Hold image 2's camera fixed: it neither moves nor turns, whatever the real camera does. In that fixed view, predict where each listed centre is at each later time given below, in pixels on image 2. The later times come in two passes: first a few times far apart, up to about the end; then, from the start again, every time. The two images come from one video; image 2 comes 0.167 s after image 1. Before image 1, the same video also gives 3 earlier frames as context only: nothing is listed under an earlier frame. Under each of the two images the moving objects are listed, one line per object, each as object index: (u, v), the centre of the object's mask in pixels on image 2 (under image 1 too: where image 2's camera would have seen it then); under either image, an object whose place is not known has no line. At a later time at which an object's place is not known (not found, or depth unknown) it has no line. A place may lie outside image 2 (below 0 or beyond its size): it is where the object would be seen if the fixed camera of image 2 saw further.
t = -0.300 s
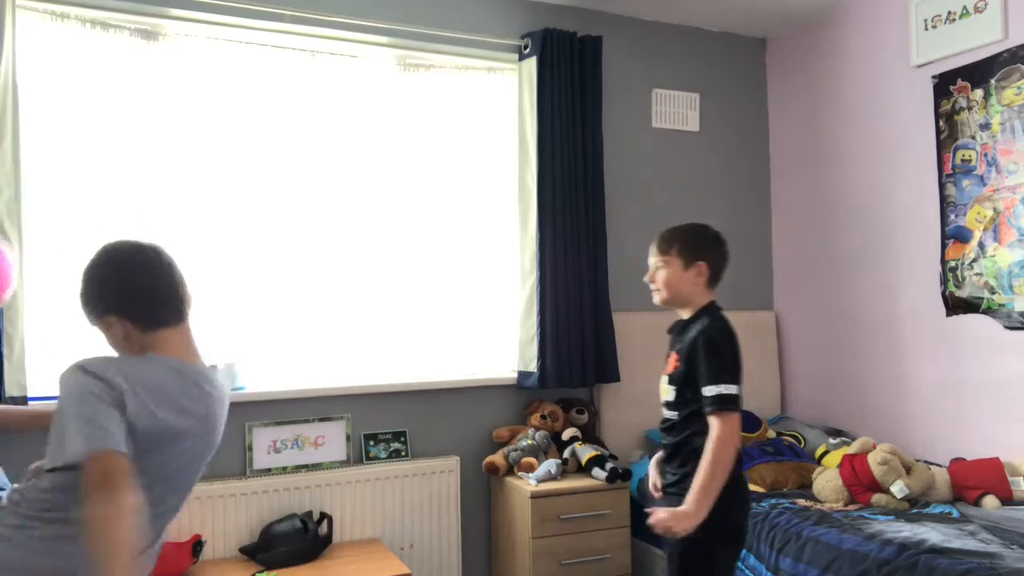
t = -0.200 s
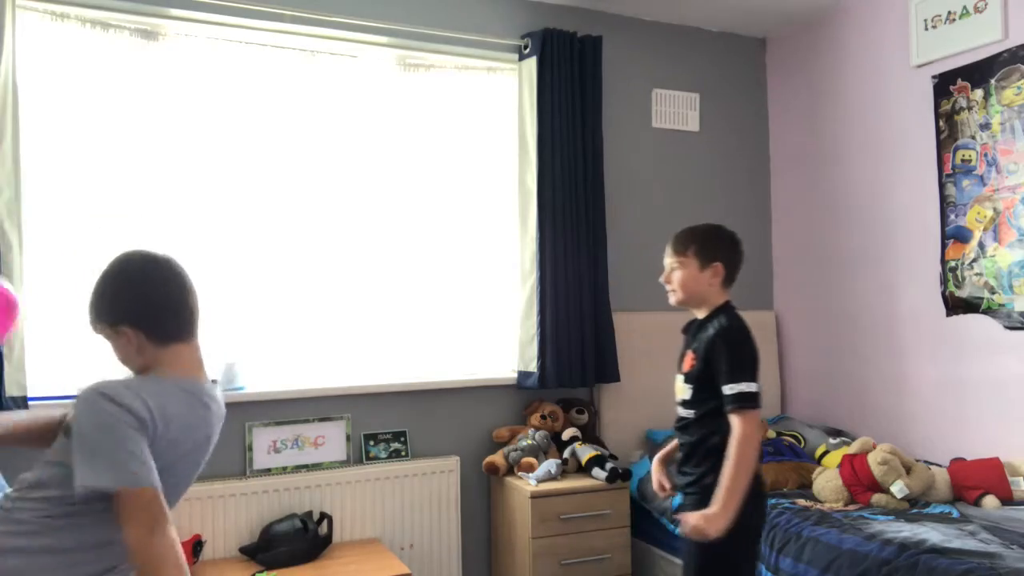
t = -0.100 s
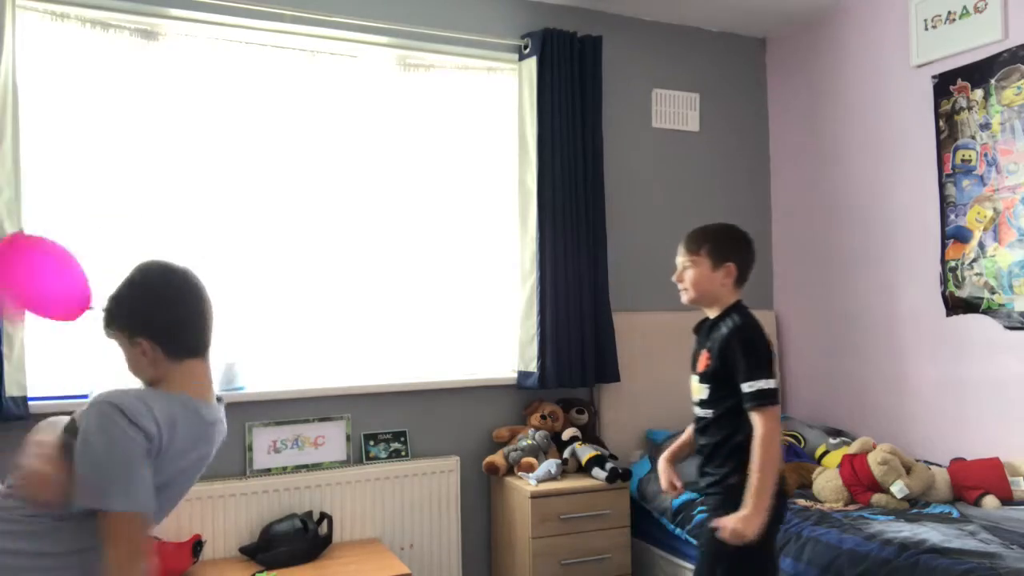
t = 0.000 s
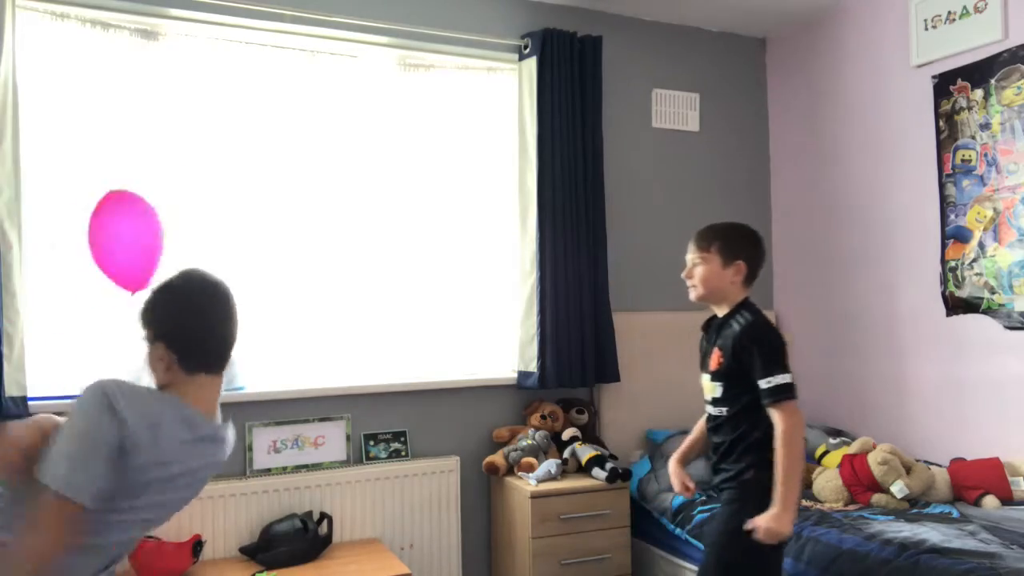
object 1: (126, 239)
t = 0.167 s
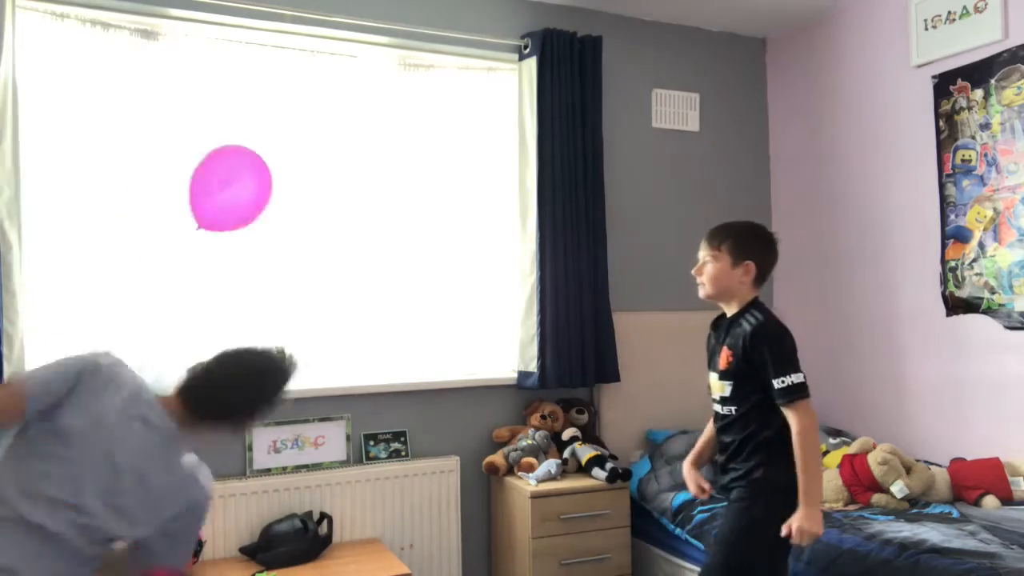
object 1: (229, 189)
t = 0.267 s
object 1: (276, 168)
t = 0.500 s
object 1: (350, 148)
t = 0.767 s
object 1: (404, 167)
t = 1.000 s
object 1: (438, 216)
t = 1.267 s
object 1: (470, 299)
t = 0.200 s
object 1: (246, 181)
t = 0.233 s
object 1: (262, 174)
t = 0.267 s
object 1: (276, 168)
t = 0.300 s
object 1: (289, 163)
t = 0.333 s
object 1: (301, 159)
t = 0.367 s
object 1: (312, 155)
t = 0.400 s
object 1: (322, 152)
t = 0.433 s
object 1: (333, 150)
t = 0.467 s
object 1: (342, 149)
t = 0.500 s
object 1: (350, 148)
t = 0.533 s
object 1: (359, 148)
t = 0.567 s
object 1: (367, 149)
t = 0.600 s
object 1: (374, 150)
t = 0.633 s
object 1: (381, 152)
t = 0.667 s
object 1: (387, 155)
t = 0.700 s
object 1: (393, 158)
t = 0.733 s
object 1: (399, 162)
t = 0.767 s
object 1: (404, 167)
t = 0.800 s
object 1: (409, 172)
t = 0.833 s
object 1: (414, 178)
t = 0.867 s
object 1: (419, 185)
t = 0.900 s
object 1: (424, 192)
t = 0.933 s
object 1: (429, 200)
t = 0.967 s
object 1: (434, 207)
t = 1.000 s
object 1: (438, 216)
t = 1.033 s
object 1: (443, 225)
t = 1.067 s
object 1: (447, 234)
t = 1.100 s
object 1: (452, 244)
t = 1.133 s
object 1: (455, 254)
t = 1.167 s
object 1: (459, 265)
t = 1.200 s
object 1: (463, 276)
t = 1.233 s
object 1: (467, 287)
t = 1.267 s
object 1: (470, 299)
